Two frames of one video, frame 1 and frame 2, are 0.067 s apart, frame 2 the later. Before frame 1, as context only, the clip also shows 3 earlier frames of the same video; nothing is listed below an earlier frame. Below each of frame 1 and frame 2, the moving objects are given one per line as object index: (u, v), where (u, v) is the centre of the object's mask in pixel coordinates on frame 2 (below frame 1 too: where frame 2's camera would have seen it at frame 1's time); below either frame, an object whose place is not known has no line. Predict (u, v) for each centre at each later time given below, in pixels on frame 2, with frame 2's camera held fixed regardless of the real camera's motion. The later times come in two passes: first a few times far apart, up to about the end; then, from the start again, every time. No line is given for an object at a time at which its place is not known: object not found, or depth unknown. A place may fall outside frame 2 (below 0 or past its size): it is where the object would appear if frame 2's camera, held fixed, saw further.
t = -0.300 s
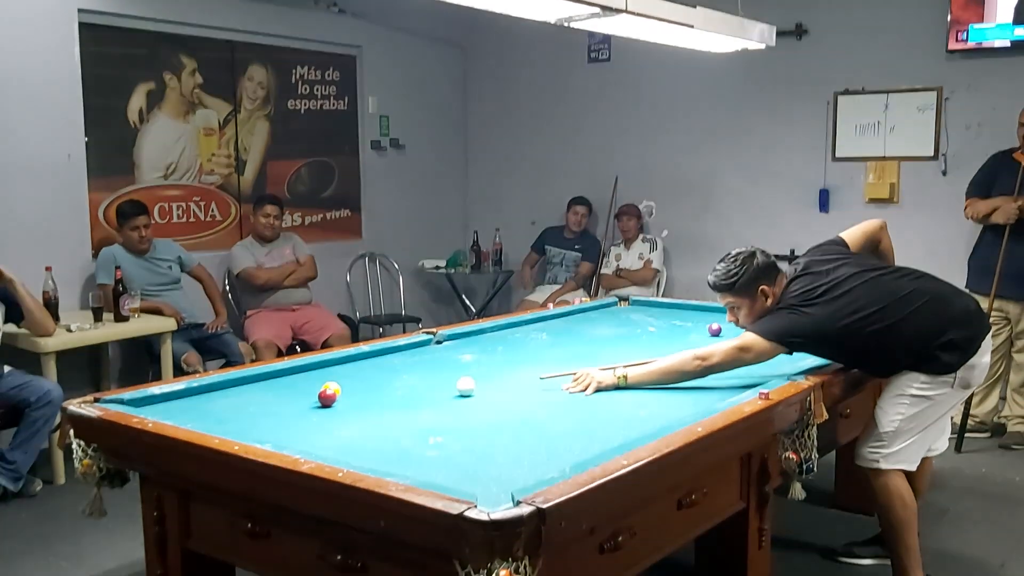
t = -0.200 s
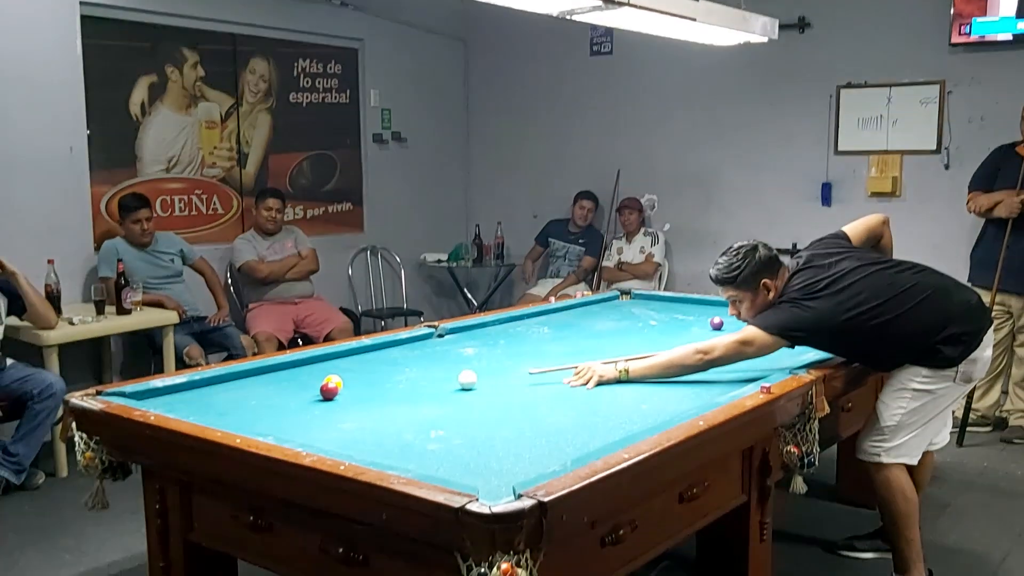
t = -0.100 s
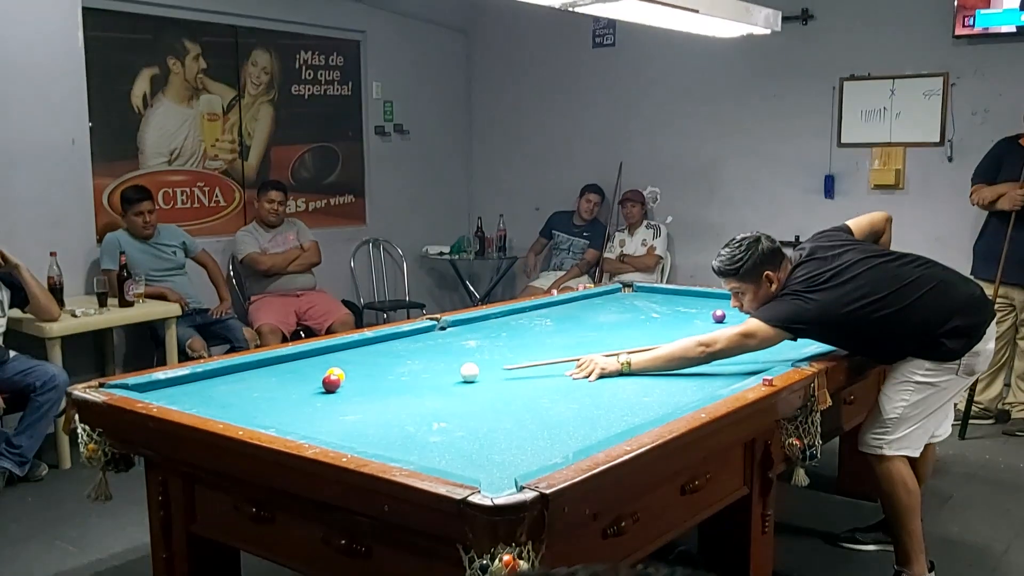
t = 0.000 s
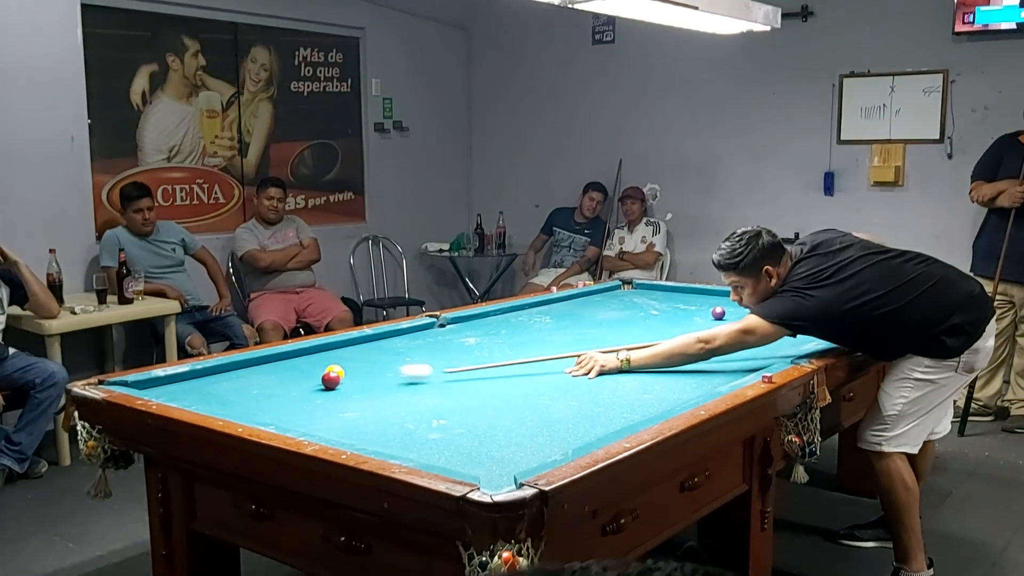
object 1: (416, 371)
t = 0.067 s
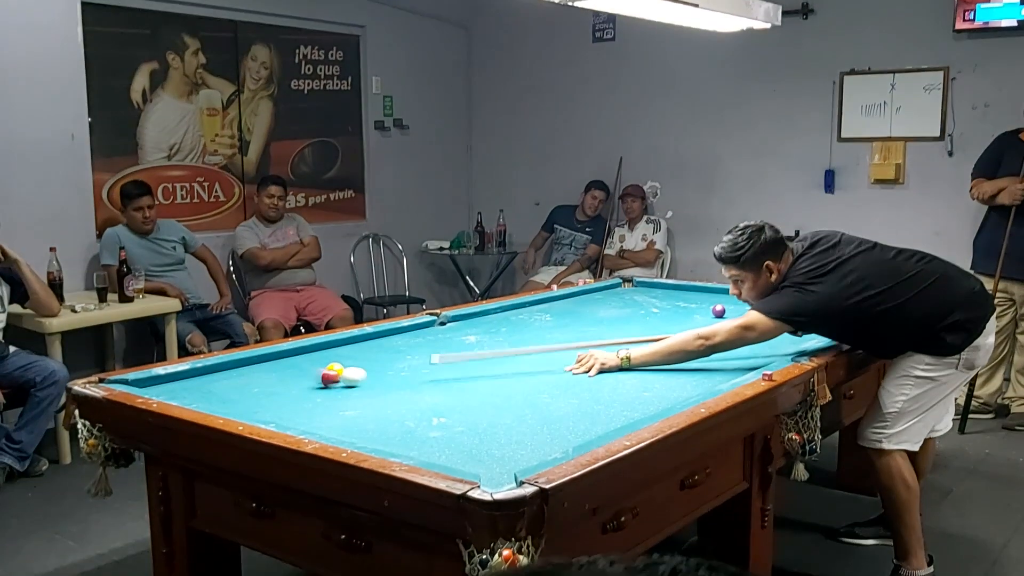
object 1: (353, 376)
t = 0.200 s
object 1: (344, 382)
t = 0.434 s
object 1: (327, 390)
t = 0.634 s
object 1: (312, 398)
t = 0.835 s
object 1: (297, 406)
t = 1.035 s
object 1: (282, 413)
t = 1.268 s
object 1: (278, 417)
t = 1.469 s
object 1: (300, 419)
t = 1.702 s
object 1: (324, 420)
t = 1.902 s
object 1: (344, 419)
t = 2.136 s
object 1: (367, 418)
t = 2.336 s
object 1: (384, 418)
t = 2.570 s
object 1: (403, 418)
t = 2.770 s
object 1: (421, 418)
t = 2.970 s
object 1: (435, 418)
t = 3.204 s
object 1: (450, 418)
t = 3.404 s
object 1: (463, 418)
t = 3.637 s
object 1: (475, 418)
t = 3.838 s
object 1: (485, 419)
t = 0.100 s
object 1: (350, 378)
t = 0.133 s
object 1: (348, 380)
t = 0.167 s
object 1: (346, 381)
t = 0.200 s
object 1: (344, 382)
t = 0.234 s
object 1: (341, 383)
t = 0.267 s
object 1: (339, 384)
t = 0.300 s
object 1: (337, 386)
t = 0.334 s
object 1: (334, 387)
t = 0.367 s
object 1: (332, 388)
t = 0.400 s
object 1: (329, 389)
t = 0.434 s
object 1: (327, 390)
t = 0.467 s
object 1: (325, 392)
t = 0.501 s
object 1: (322, 393)
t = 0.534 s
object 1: (320, 394)
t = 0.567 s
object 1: (317, 395)
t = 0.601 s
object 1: (315, 397)
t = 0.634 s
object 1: (312, 398)
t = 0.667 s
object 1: (310, 399)
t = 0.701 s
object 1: (307, 401)
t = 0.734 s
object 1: (305, 402)
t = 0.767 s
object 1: (303, 403)
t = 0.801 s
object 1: (300, 404)
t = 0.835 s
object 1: (297, 406)
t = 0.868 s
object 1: (295, 407)
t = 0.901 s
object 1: (292, 408)
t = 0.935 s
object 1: (290, 410)
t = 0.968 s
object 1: (287, 411)
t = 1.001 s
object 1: (285, 412)
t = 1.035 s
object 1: (282, 413)
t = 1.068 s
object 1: (280, 414)
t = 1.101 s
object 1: (277, 414)
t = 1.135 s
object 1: (275, 415)
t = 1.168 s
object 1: (272, 415)
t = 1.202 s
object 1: (271, 416)
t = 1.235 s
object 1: (275, 416)
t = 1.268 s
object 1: (278, 417)
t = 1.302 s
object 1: (282, 417)
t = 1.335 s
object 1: (286, 417)
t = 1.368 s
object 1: (290, 418)
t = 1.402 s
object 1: (293, 418)
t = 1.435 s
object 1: (297, 418)
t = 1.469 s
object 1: (300, 419)
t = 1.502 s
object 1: (304, 419)
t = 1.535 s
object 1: (307, 419)
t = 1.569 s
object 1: (311, 419)
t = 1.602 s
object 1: (314, 420)
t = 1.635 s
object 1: (318, 419)
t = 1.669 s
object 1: (321, 420)
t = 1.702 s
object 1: (324, 420)
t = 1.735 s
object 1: (328, 419)
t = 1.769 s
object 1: (331, 419)
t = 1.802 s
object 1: (335, 419)
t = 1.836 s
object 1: (338, 419)
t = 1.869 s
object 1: (341, 419)
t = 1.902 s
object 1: (344, 419)
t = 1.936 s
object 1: (348, 419)
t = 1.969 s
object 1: (351, 419)
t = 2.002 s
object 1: (354, 419)
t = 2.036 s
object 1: (357, 419)
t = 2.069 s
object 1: (360, 419)
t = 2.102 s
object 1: (364, 418)
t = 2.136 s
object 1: (367, 418)
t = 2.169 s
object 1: (370, 418)
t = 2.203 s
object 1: (373, 418)
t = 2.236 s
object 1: (375, 418)
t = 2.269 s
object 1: (379, 418)
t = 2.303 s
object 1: (381, 418)
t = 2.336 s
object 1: (384, 418)
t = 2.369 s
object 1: (387, 418)
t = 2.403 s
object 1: (390, 418)
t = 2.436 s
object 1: (393, 418)
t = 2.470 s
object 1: (395, 418)
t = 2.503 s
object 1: (398, 418)
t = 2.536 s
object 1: (401, 418)
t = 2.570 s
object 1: (403, 418)
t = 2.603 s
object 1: (406, 418)
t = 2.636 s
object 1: (409, 418)
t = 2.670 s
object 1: (411, 418)
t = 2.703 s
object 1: (414, 418)
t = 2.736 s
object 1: (416, 418)
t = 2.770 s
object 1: (421, 418)
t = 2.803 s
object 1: (424, 418)
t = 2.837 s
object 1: (426, 418)
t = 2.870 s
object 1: (428, 418)
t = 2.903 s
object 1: (431, 418)
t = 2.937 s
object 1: (433, 418)
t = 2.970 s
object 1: (435, 418)
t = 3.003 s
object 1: (438, 418)
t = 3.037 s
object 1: (440, 418)
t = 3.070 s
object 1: (442, 418)
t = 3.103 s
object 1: (444, 418)
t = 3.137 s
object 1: (446, 418)
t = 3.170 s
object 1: (448, 418)
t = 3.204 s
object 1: (450, 418)
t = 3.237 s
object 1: (452, 418)
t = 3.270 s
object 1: (454, 418)
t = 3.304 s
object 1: (457, 418)
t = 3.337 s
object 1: (459, 418)
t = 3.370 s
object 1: (460, 418)
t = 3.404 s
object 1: (463, 418)
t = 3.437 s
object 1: (465, 418)
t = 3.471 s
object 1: (466, 418)
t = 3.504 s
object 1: (468, 418)
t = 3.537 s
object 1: (470, 418)
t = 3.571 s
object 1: (472, 418)
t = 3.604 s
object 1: (474, 418)
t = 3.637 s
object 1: (475, 418)
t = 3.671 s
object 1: (477, 418)
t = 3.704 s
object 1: (479, 418)
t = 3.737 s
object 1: (480, 418)
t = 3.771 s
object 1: (482, 418)
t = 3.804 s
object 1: (484, 418)
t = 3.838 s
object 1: (485, 419)
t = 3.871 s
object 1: (485, 418)
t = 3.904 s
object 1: (487, 419)
